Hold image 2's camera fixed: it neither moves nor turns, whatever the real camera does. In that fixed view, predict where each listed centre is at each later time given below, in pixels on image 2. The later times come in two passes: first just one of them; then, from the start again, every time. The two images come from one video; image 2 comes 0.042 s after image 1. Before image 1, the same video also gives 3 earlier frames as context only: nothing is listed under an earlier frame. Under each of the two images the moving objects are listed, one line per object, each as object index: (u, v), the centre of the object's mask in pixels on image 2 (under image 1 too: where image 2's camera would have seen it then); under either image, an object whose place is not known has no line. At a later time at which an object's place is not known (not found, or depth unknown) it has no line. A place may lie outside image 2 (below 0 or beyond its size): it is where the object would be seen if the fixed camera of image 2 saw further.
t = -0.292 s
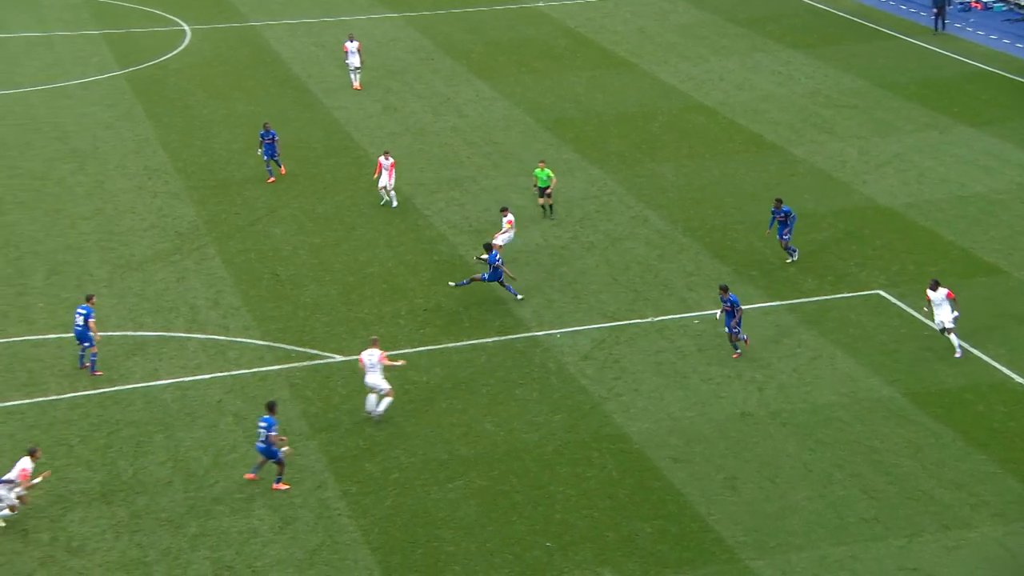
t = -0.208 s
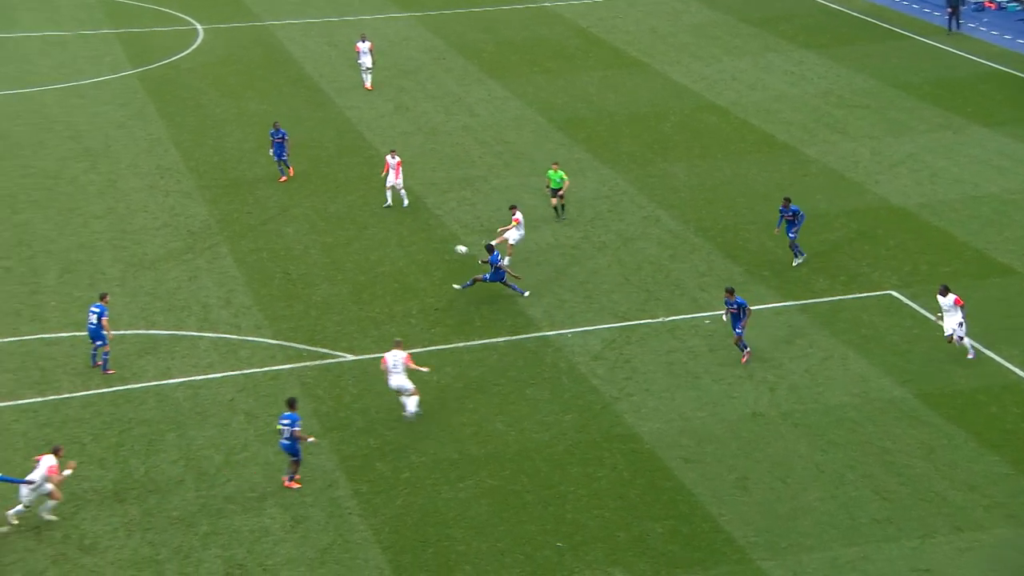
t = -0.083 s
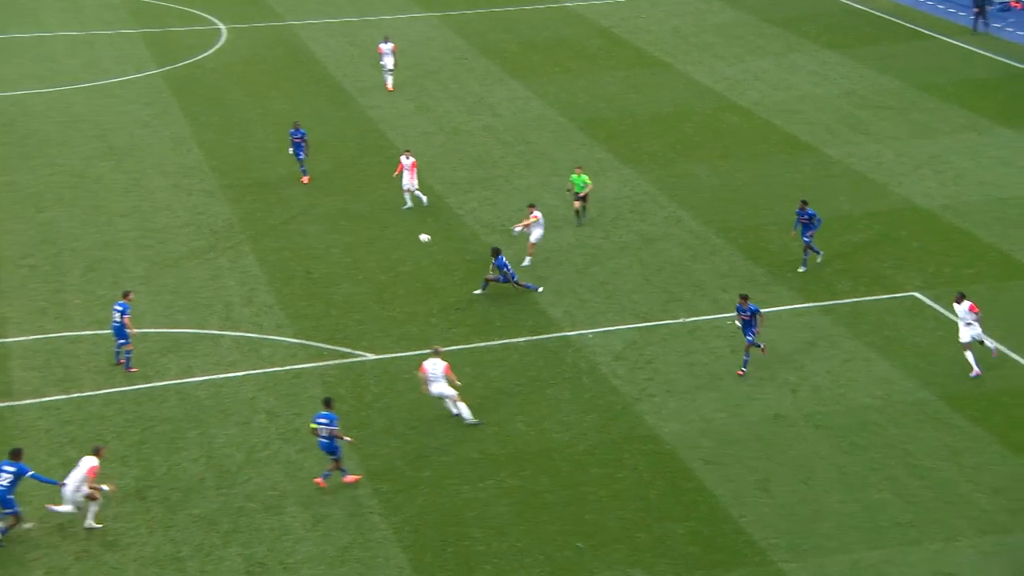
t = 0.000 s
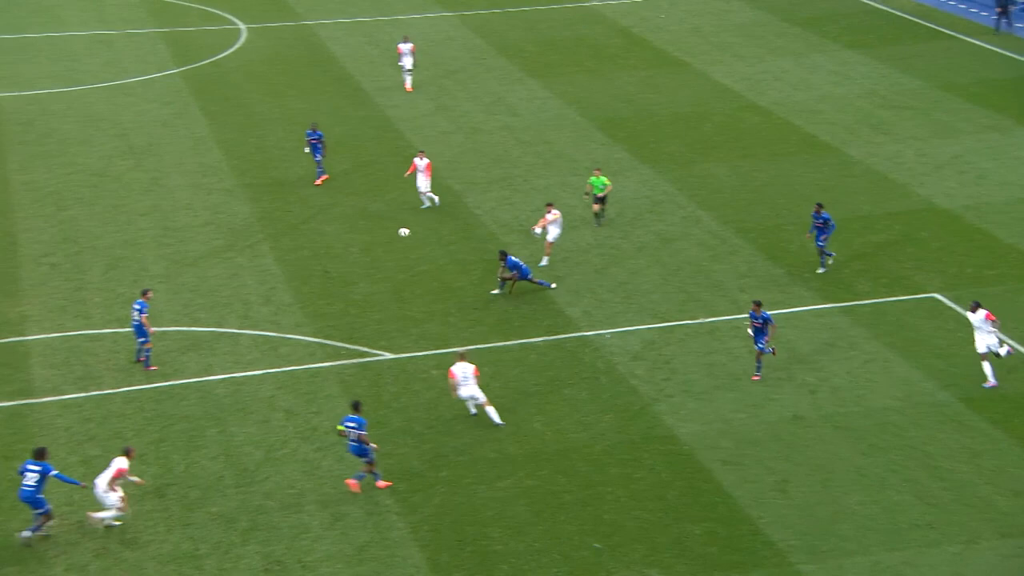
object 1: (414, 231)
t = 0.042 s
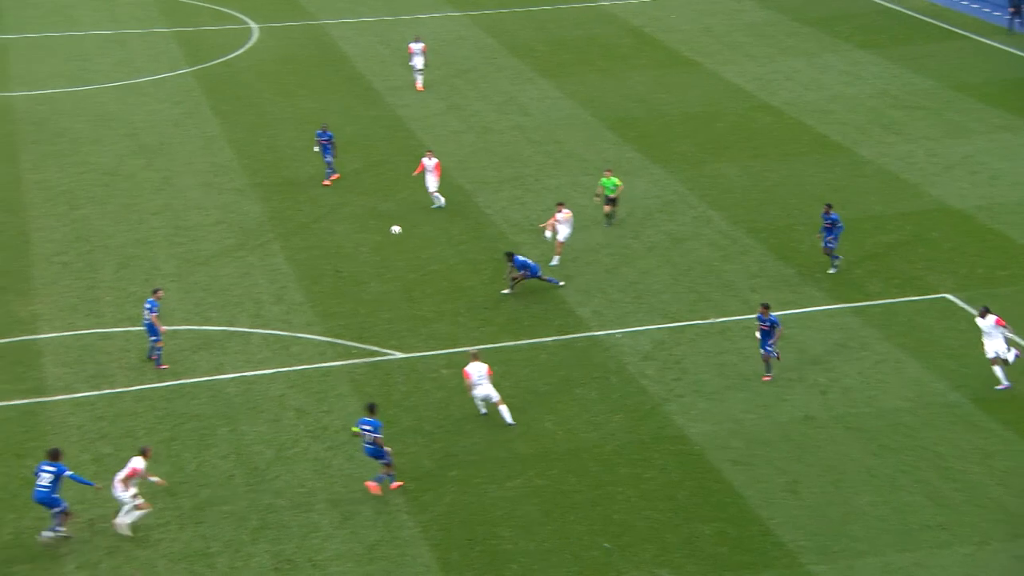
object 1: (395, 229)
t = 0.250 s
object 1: (301, 229)
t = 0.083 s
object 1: (377, 228)
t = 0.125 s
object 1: (358, 227)
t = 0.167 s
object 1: (339, 227)
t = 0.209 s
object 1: (320, 228)
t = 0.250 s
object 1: (301, 229)
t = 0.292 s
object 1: (283, 230)
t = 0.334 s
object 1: (265, 233)
